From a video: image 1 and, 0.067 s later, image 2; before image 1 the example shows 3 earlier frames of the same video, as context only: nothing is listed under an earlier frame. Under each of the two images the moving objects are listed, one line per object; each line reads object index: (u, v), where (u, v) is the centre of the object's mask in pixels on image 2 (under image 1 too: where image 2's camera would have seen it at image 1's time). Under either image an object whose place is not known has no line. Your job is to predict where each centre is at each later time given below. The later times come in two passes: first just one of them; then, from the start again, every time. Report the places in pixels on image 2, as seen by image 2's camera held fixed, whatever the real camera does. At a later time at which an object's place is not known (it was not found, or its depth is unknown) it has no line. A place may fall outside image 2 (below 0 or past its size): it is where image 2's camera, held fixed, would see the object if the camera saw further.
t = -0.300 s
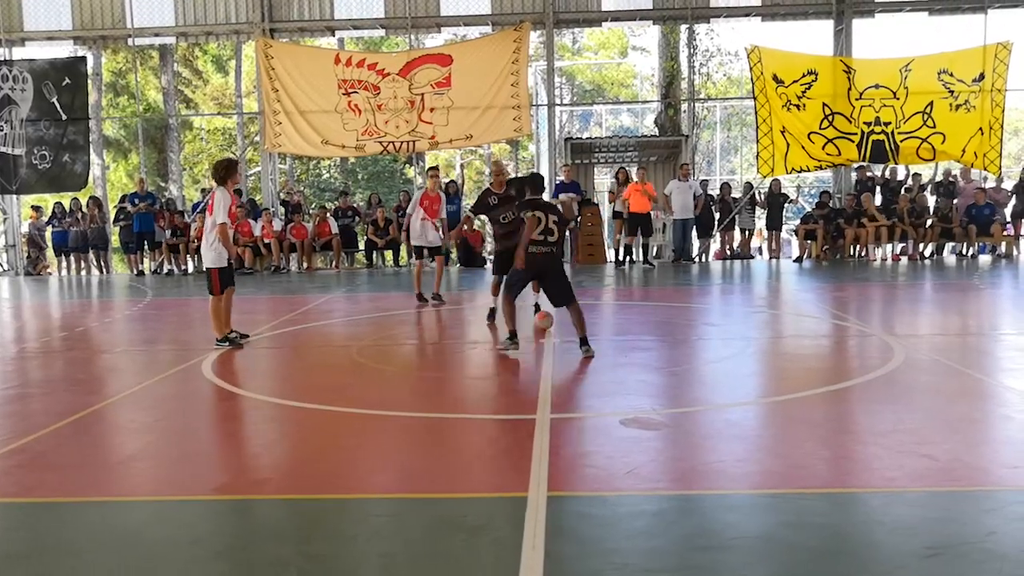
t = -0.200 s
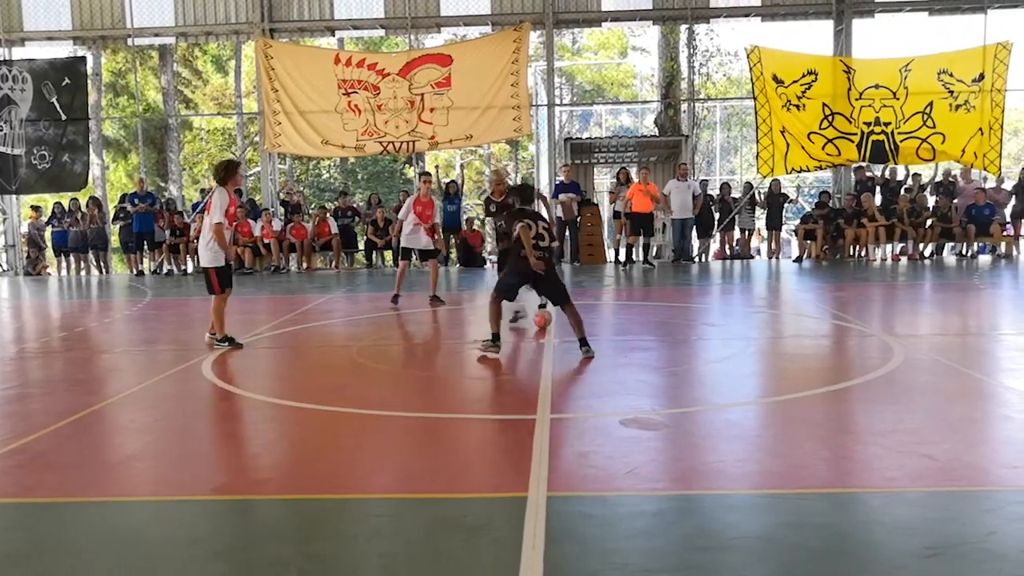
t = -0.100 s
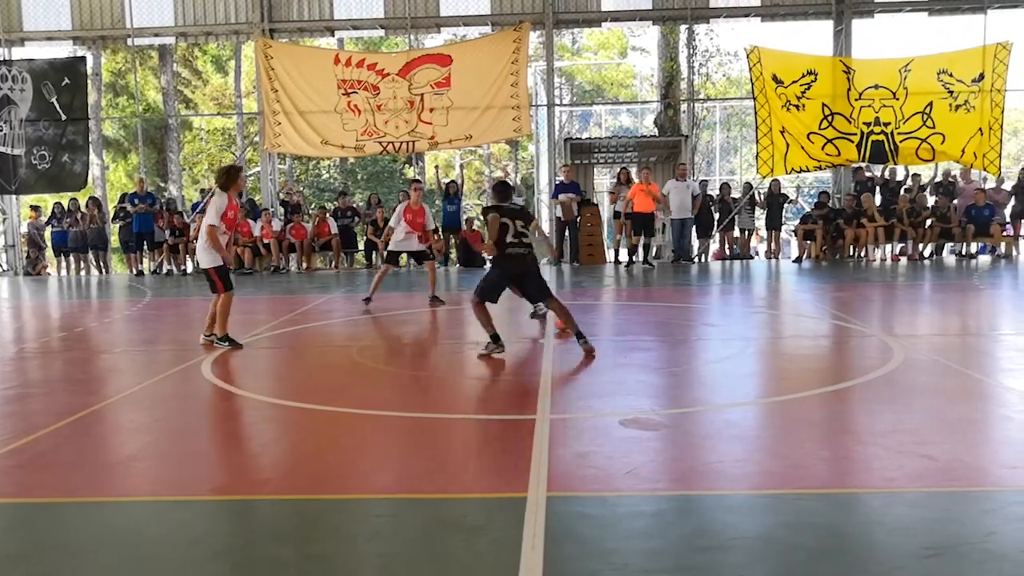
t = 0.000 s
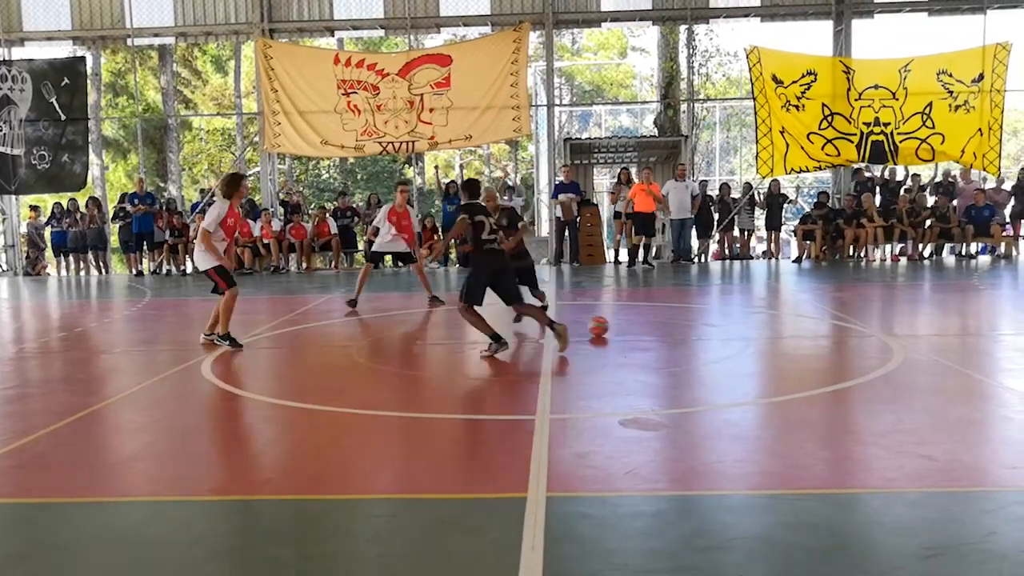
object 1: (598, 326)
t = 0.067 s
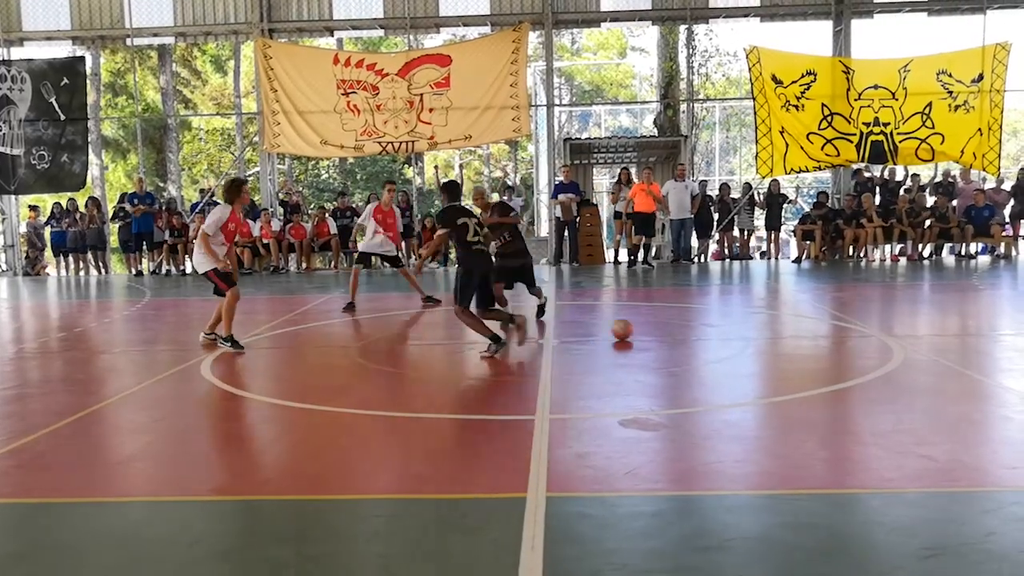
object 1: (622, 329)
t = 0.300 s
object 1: (699, 339)
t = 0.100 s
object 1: (633, 331)
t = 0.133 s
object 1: (644, 333)
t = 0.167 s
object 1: (656, 334)
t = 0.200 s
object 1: (668, 336)
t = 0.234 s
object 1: (677, 337)
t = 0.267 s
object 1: (689, 338)
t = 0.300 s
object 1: (699, 339)
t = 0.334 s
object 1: (711, 341)
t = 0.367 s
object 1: (722, 342)
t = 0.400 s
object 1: (732, 344)
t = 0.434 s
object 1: (744, 345)
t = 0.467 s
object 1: (756, 346)
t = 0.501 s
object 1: (768, 349)
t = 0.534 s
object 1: (780, 348)
